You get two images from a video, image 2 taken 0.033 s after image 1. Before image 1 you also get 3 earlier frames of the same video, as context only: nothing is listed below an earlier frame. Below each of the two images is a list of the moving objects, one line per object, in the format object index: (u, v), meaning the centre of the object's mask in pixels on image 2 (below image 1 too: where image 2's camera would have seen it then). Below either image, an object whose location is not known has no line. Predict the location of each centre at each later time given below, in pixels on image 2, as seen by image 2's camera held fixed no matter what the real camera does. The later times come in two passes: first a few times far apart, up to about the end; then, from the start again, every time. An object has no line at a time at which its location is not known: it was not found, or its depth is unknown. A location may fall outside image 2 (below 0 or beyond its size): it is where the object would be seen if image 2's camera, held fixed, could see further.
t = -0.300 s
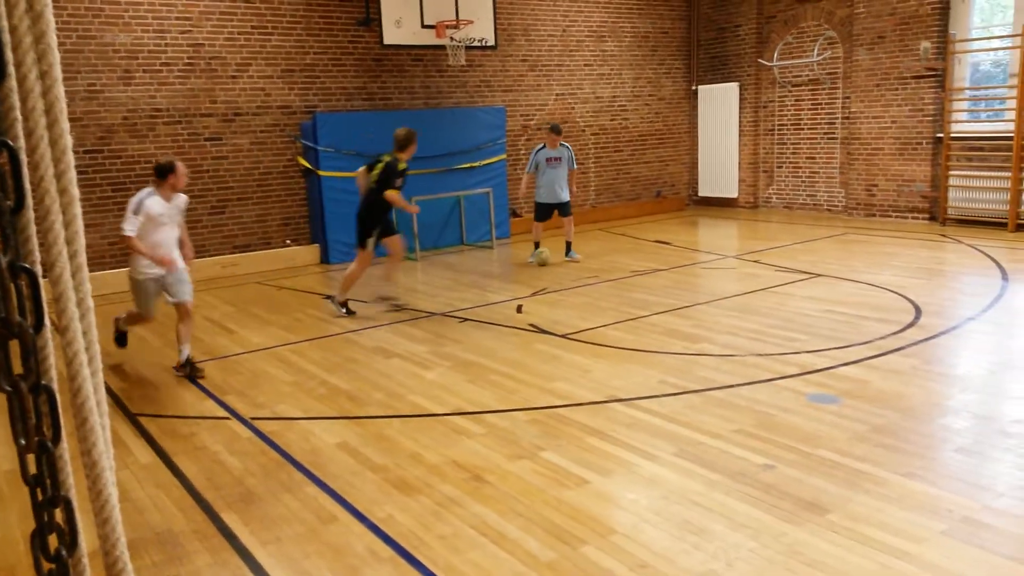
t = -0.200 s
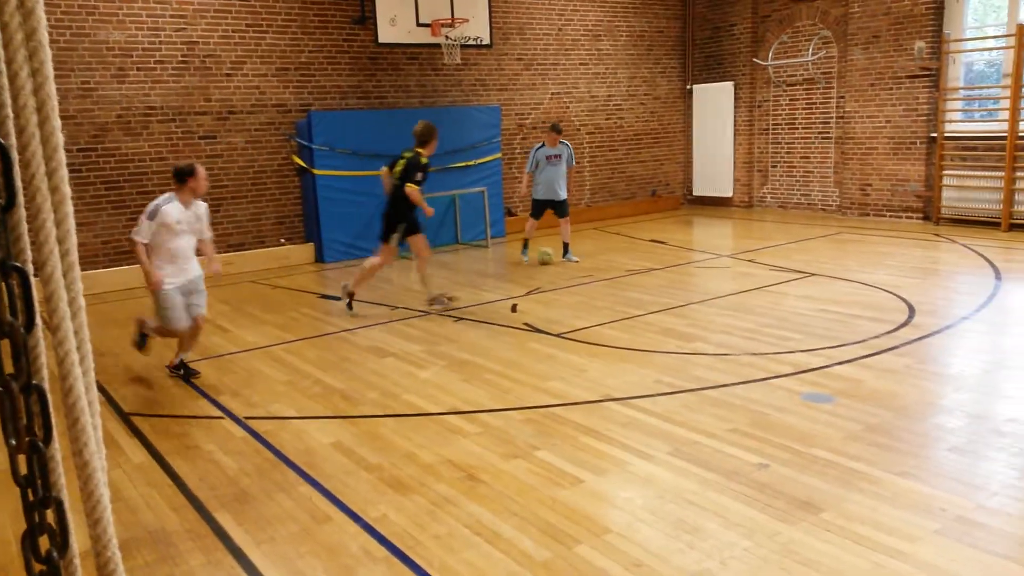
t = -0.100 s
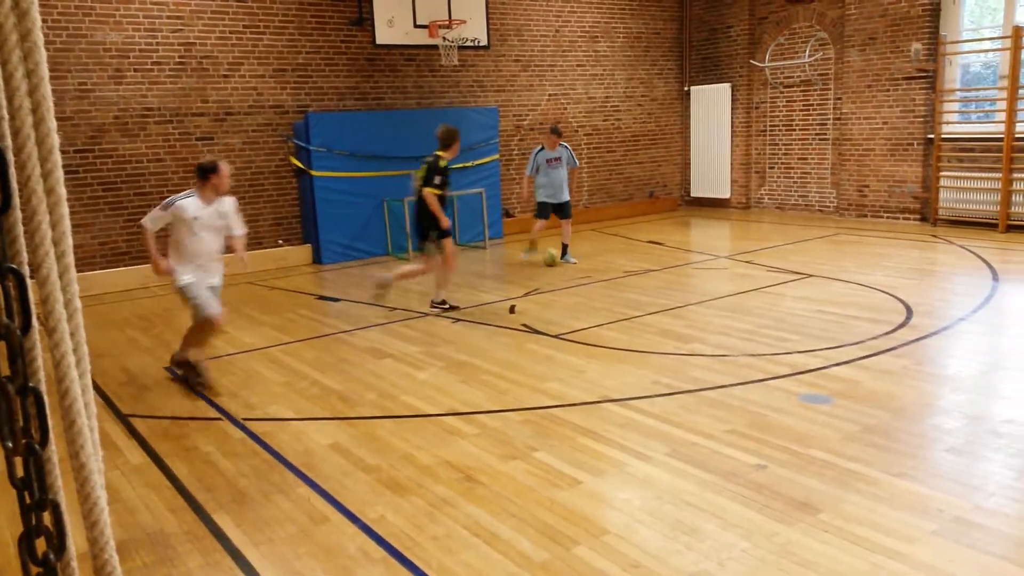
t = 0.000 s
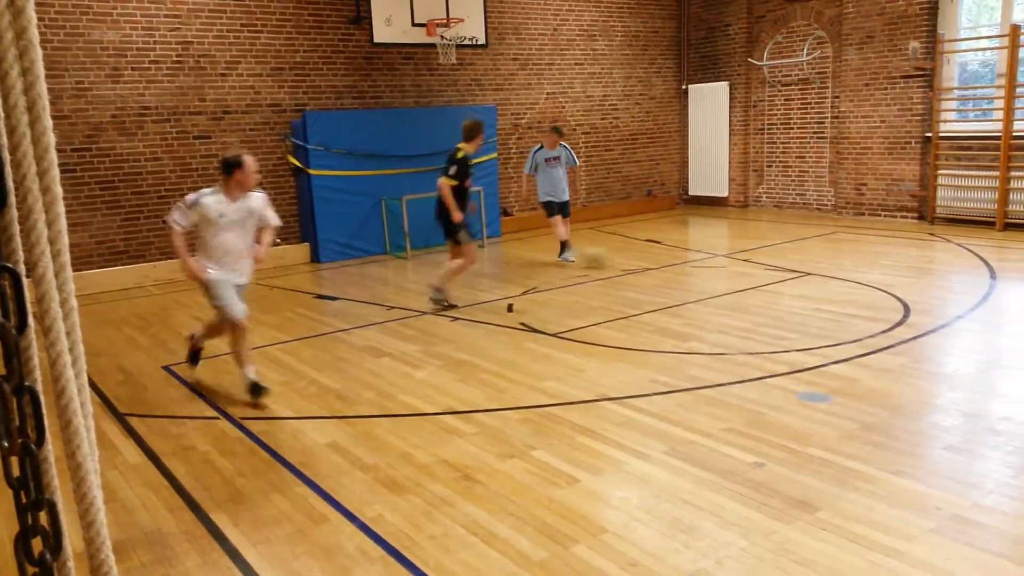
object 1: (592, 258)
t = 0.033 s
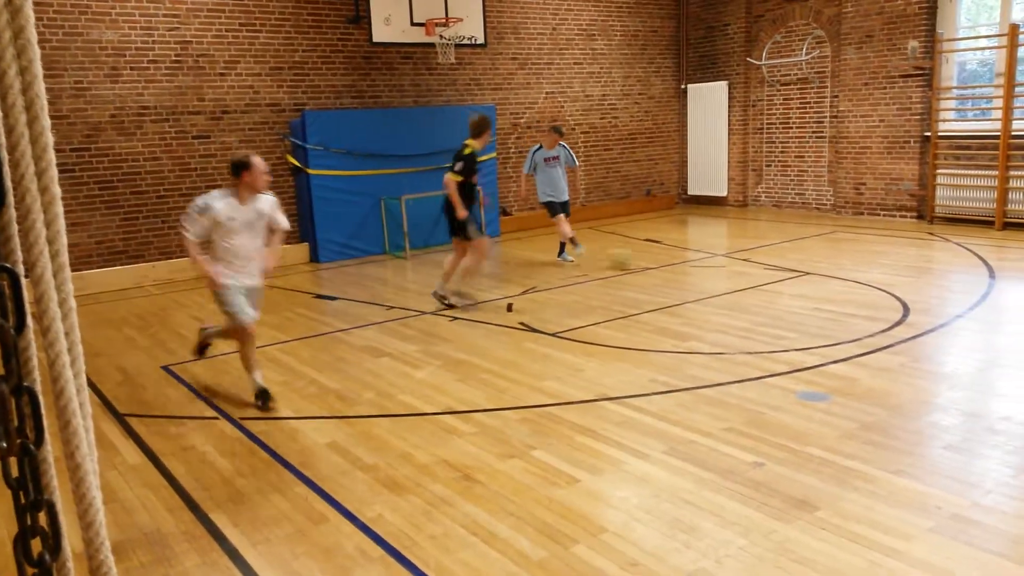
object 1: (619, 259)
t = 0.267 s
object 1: (799, 267)
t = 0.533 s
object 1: (1021, 284)
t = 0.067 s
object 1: (644, 260)
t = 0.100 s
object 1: (670, 262)
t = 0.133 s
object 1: (693, 265)
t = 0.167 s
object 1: (723, 269)
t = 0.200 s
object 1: (745, 268)
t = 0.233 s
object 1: (773, 268)
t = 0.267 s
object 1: (799, 267)
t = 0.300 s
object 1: (826, 273)
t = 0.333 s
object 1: (854, 274)
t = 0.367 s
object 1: (883, 277)
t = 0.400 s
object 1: (910, 279)
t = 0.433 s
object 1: (937, 281)
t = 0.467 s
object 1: (965, 281)
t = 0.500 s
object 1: (993, 280)
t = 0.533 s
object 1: (1021, 284)
